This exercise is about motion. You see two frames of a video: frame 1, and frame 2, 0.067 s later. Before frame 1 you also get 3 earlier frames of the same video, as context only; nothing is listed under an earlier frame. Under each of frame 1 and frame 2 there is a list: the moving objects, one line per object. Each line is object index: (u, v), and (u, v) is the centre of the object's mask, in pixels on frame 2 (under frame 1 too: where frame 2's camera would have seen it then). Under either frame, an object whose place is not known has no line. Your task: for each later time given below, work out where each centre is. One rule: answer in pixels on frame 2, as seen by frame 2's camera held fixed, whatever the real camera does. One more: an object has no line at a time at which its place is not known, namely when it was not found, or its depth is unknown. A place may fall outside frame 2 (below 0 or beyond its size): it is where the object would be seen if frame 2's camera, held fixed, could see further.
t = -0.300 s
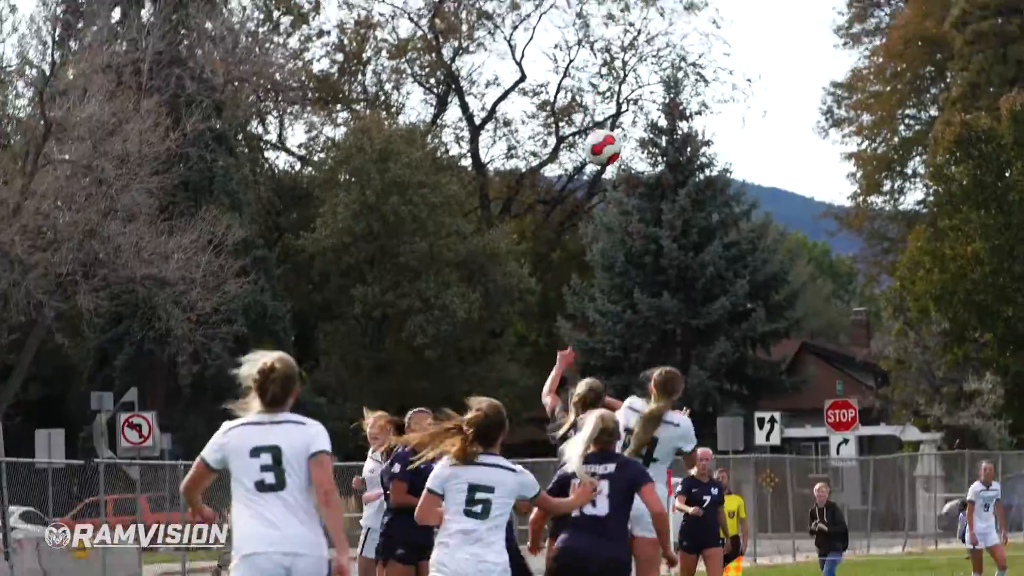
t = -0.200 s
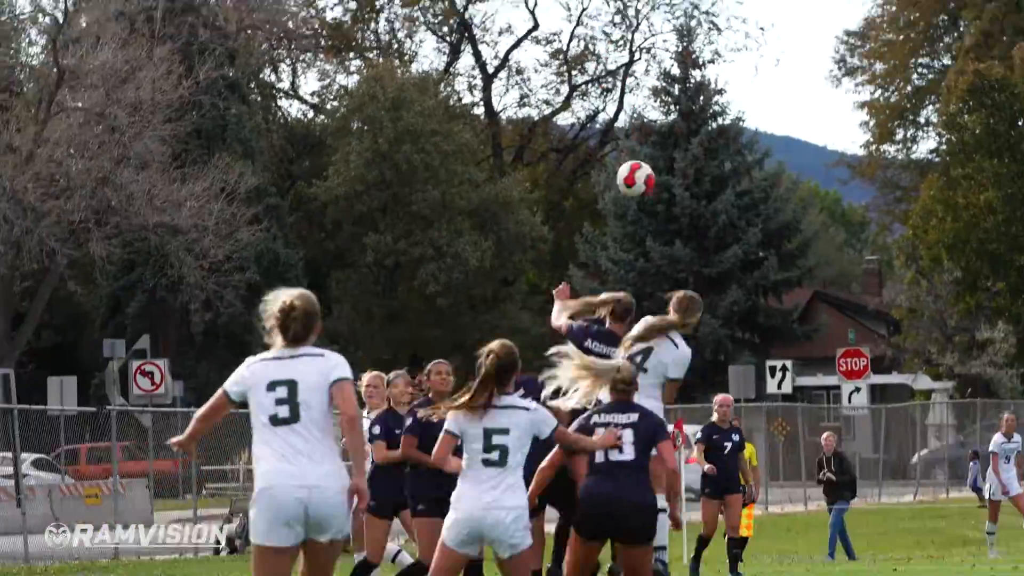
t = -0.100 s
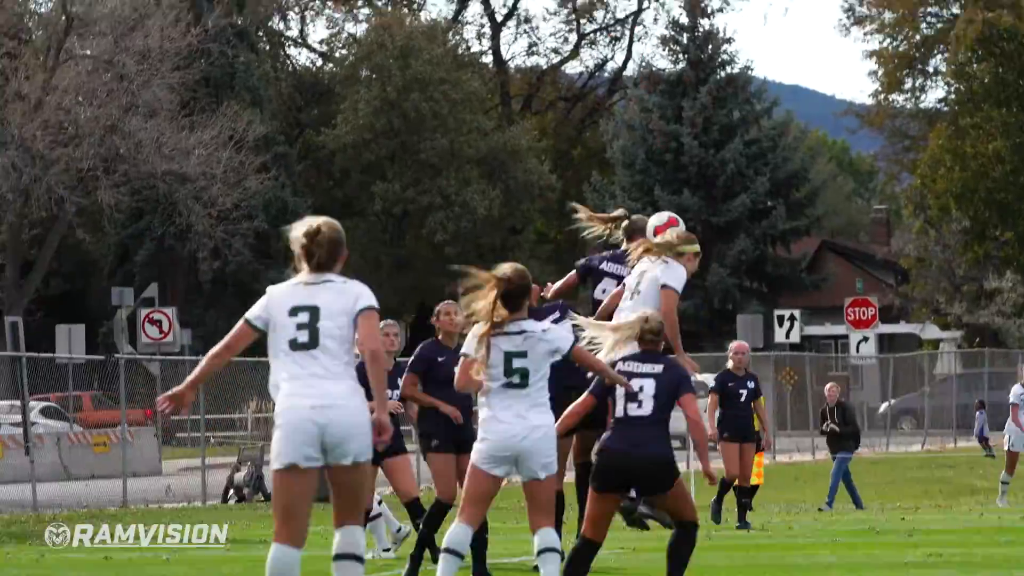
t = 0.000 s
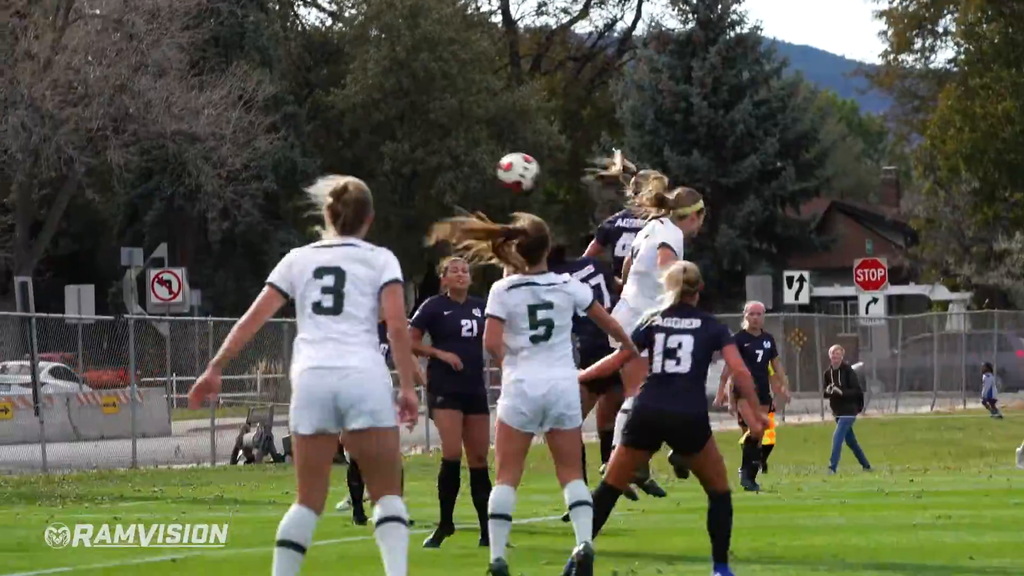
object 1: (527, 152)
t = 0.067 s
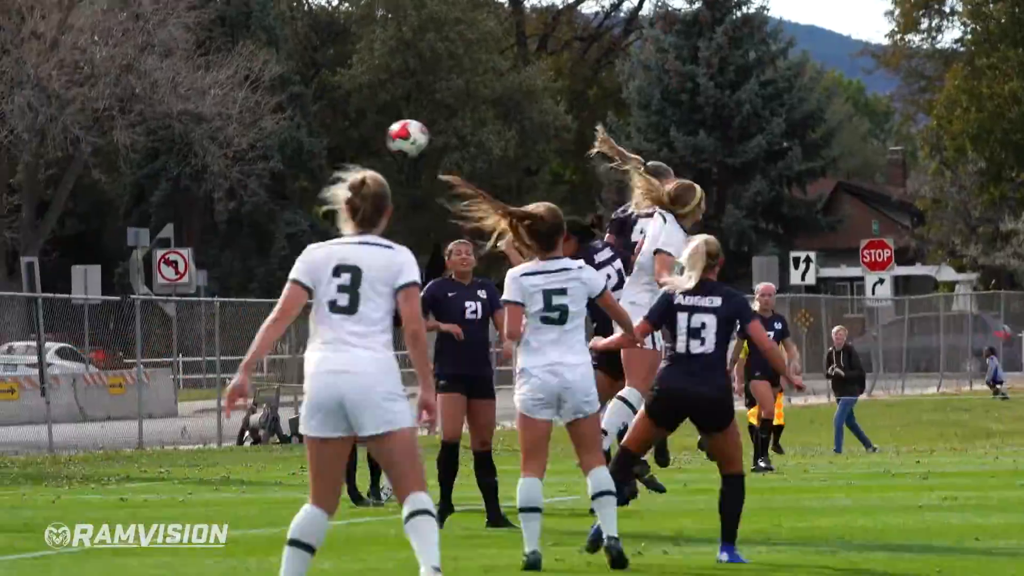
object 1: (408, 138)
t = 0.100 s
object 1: (350, 134)
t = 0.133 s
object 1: (294, 131)
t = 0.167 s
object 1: (237, 130)
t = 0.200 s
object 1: (181, 132)
